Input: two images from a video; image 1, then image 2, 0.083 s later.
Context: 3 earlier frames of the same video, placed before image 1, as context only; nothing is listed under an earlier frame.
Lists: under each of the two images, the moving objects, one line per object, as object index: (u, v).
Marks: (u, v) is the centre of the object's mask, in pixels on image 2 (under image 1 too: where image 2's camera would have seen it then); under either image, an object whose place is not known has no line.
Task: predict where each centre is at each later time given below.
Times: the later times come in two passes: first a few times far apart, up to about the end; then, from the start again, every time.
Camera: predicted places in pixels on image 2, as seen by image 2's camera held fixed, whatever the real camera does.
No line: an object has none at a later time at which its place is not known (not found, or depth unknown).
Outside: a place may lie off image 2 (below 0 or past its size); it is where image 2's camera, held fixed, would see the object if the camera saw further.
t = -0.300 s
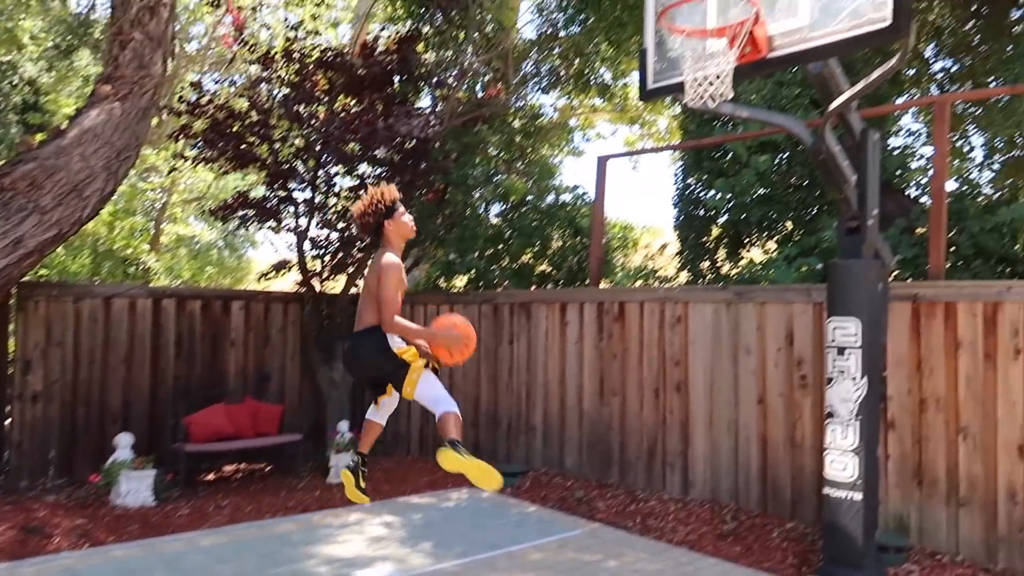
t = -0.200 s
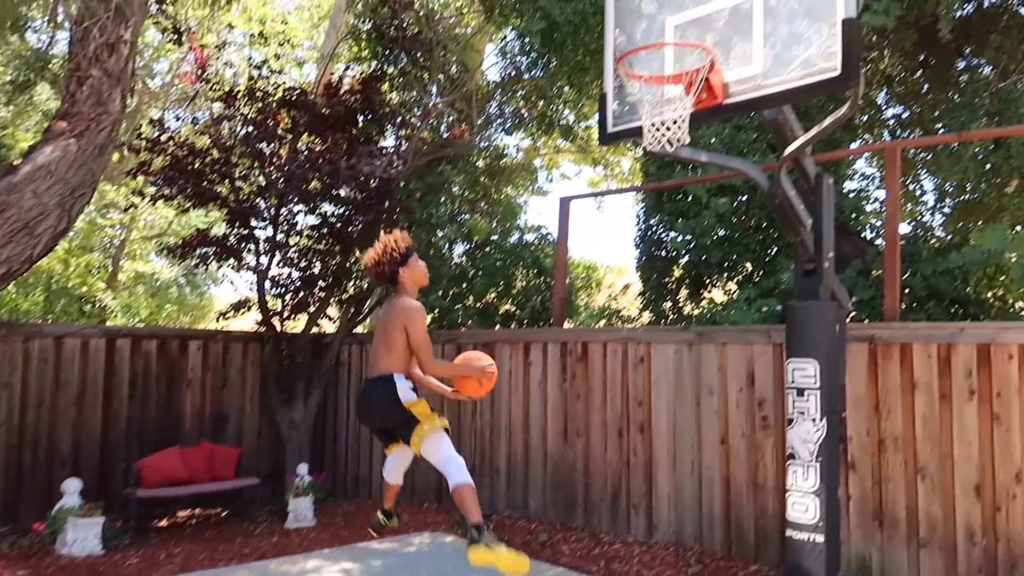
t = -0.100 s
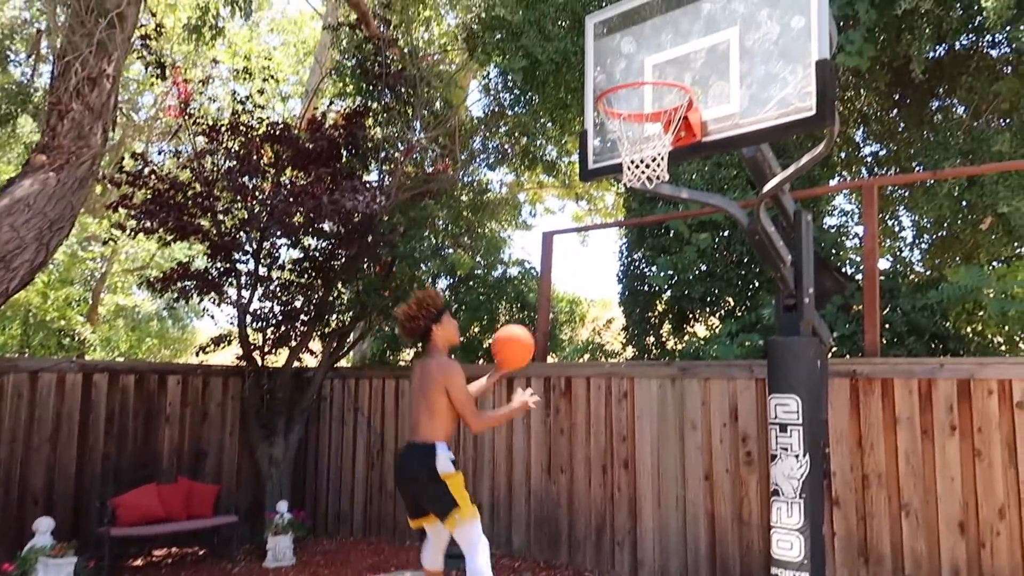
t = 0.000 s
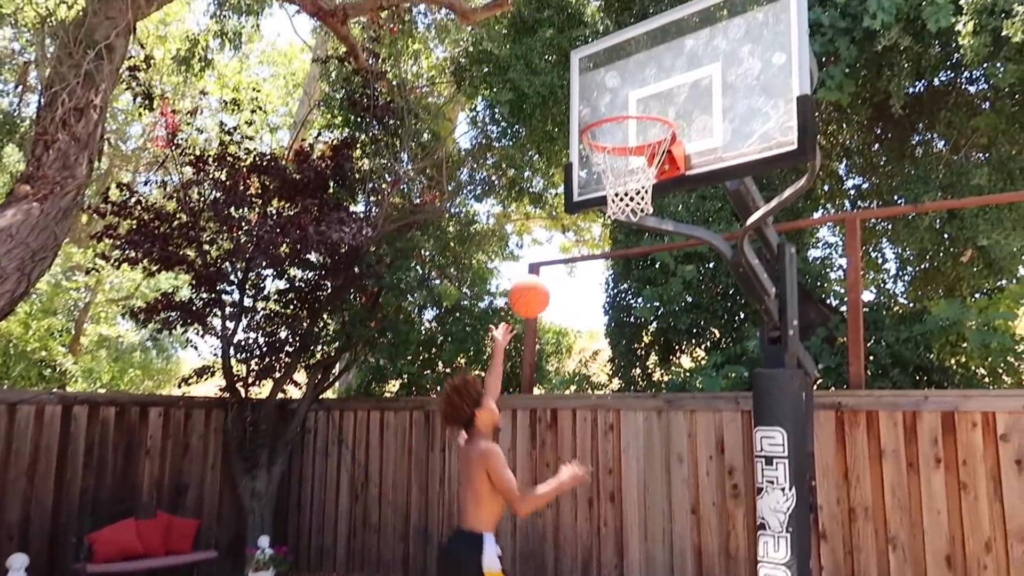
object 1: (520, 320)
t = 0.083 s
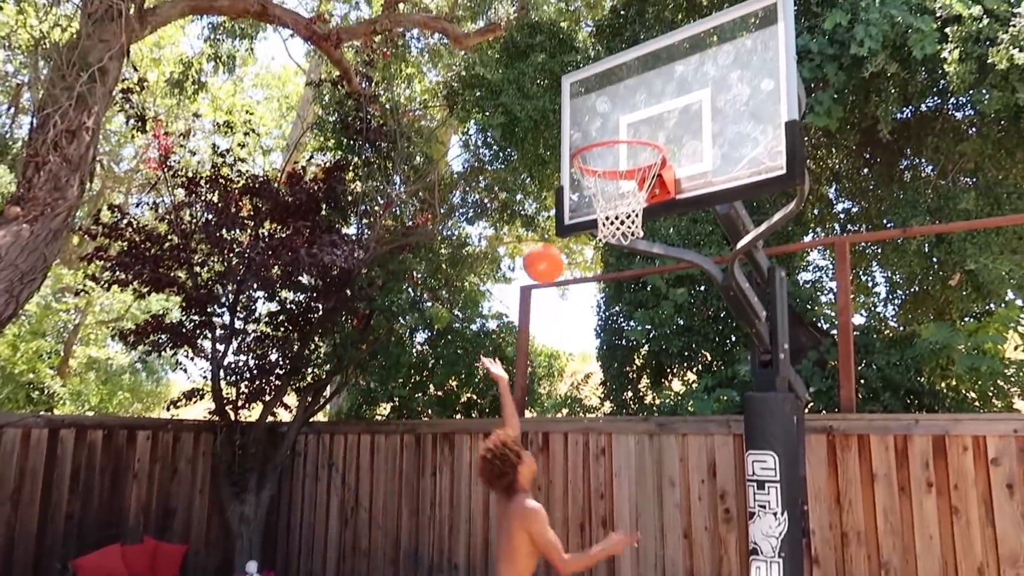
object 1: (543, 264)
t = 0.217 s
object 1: (576, 201)
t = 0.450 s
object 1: (591, 150)
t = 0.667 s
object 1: (612, 158)
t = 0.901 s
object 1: (639, 214)
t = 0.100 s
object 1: (548, 254)
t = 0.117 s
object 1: (552, 244)
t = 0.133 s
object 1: (556, 236)
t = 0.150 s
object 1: (560, 228)
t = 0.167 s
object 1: (565, 221)
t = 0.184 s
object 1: (569, 214)
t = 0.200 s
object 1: (573, 207)
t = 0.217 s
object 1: (576, 201)
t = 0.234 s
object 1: (579, 195)
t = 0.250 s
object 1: (584, 190)
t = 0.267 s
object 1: (585, 184)
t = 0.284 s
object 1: (585, 178)
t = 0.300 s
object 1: (586, 174)
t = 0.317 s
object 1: (586, 171)
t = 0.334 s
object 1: (587, 166)
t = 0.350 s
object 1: (587, 162)
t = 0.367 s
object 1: (588, 160)
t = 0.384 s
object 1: (589, 156)
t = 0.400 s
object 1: (589, 153)
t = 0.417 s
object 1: (590, 152)
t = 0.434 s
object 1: (590, 152)
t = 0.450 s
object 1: (591, 150)
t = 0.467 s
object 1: (591, 149)
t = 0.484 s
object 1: (592, 148)
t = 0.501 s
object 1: (593, 148)
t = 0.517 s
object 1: (594, 148)
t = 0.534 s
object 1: (594, 150)
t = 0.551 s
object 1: (596, 148)
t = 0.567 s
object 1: (597, 149)
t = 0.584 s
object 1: (600, 149)
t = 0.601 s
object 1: (602, 150)
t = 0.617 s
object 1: (604, 151)
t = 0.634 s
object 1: (606, 152)
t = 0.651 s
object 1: (609, 155)
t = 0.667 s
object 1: (612, 158)
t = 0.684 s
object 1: (613, 160)
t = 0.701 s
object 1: (615, 164)
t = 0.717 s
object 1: (618, 167)
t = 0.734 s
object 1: (620, 172)
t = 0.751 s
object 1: (622, 177)
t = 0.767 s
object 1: (624, 182)
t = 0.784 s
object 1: (627, 188)
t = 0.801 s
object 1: (630, 195)
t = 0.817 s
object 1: (632, 200)
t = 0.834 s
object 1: (634, 205)
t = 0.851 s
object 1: (636, 207)
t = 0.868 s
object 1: (637, 210)
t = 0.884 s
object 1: (638, 212)
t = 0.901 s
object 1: (639, 214)
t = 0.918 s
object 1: (638, 226)
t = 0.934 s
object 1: (638, 219)
